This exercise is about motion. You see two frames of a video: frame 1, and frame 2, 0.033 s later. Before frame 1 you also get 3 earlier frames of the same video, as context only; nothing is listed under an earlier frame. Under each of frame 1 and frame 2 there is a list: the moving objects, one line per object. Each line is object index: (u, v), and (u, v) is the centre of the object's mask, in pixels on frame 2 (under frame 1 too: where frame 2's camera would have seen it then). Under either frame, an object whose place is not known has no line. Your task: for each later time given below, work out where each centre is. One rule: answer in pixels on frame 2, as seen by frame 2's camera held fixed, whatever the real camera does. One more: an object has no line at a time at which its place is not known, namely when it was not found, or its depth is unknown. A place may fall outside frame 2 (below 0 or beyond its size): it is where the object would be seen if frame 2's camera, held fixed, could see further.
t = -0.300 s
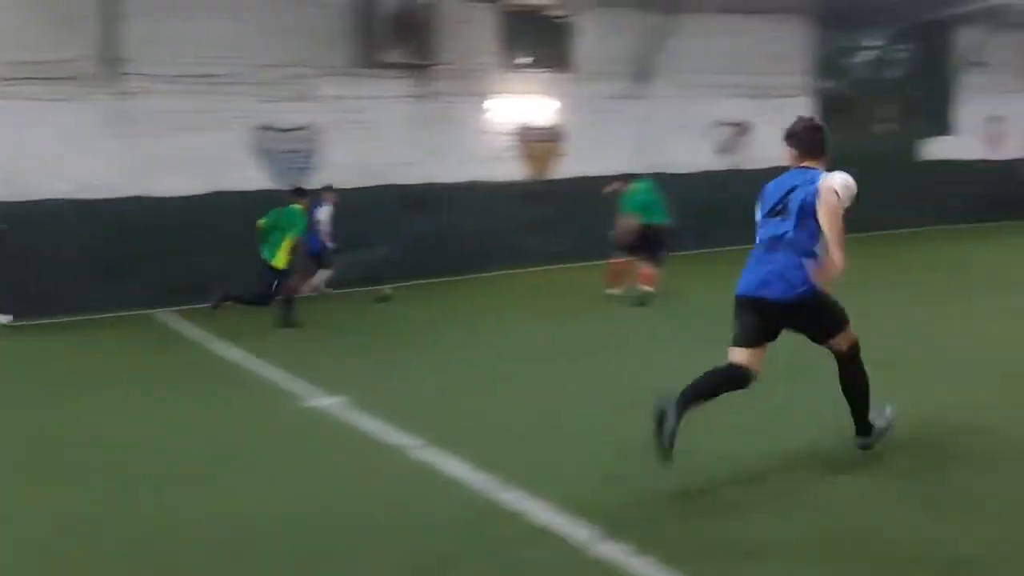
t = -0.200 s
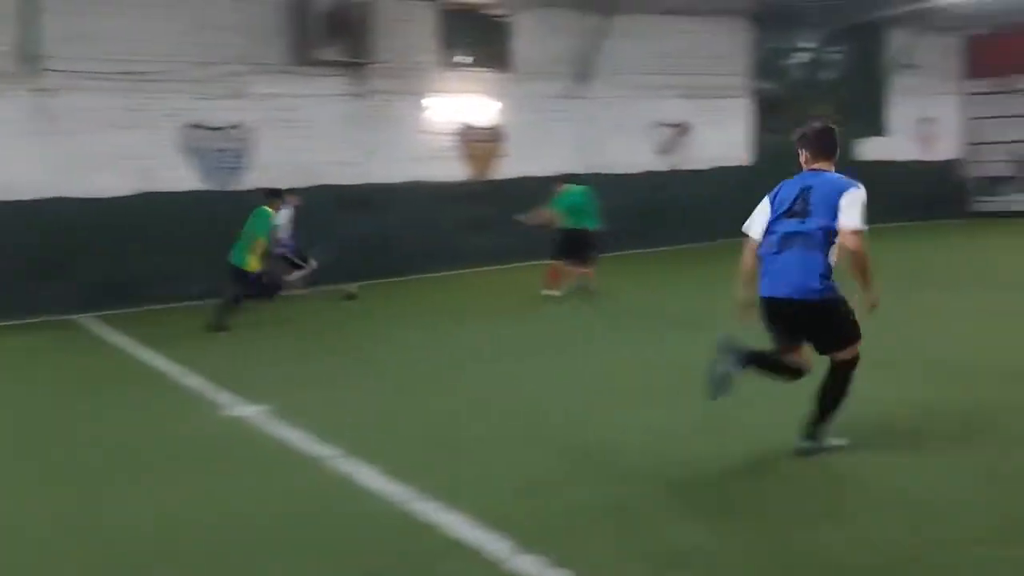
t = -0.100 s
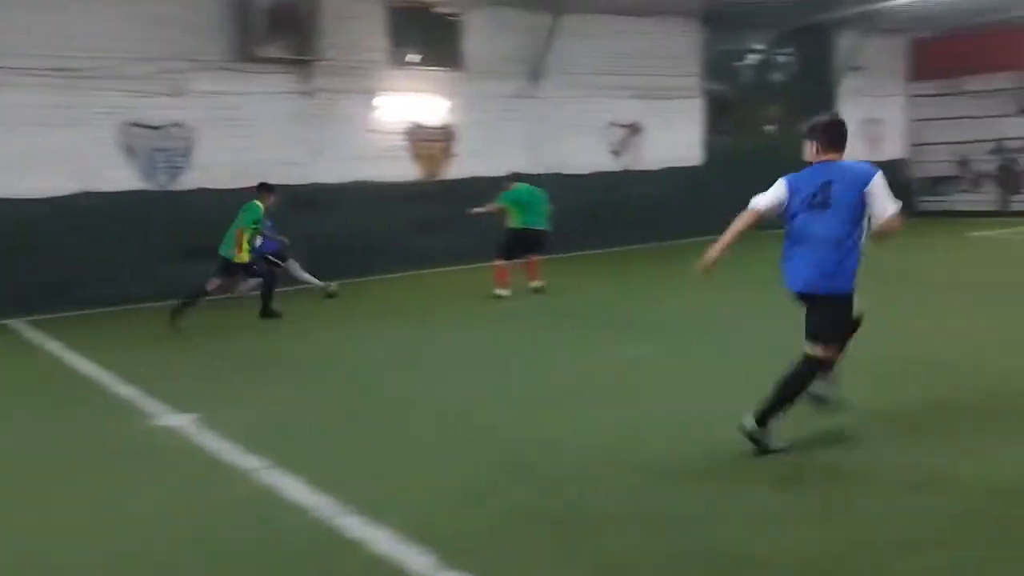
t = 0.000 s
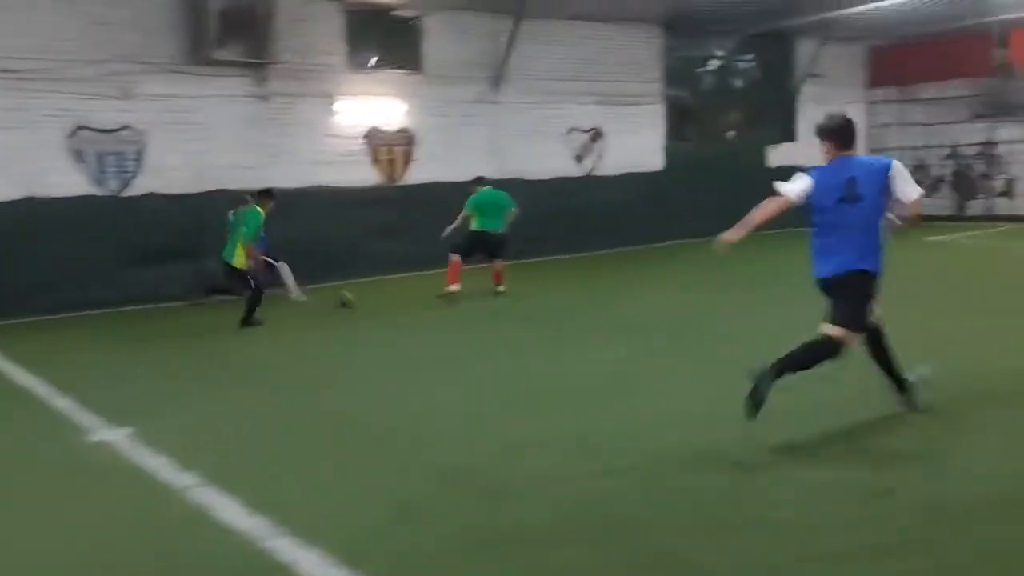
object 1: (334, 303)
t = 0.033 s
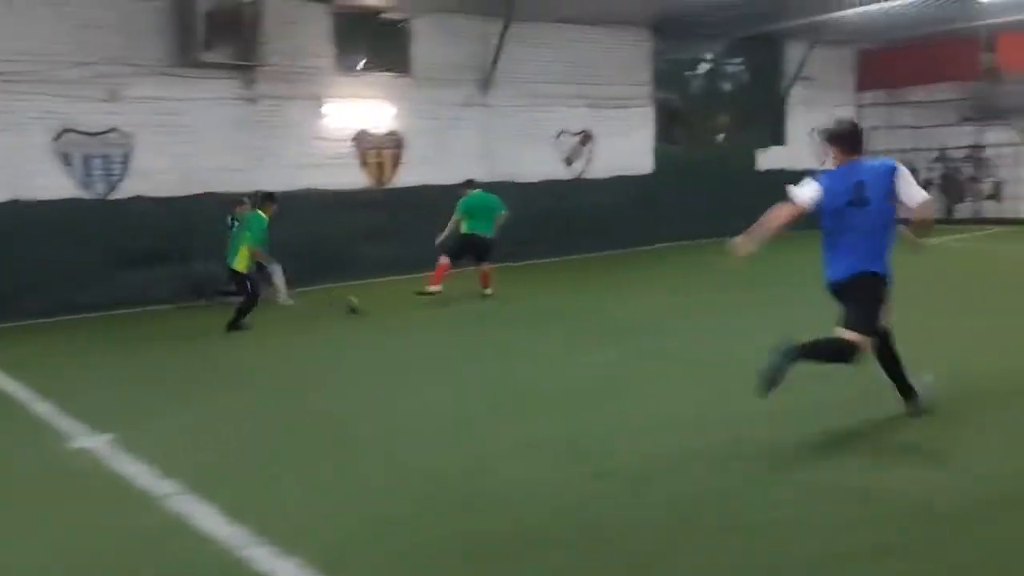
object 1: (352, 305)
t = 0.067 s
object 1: (375, 306)
